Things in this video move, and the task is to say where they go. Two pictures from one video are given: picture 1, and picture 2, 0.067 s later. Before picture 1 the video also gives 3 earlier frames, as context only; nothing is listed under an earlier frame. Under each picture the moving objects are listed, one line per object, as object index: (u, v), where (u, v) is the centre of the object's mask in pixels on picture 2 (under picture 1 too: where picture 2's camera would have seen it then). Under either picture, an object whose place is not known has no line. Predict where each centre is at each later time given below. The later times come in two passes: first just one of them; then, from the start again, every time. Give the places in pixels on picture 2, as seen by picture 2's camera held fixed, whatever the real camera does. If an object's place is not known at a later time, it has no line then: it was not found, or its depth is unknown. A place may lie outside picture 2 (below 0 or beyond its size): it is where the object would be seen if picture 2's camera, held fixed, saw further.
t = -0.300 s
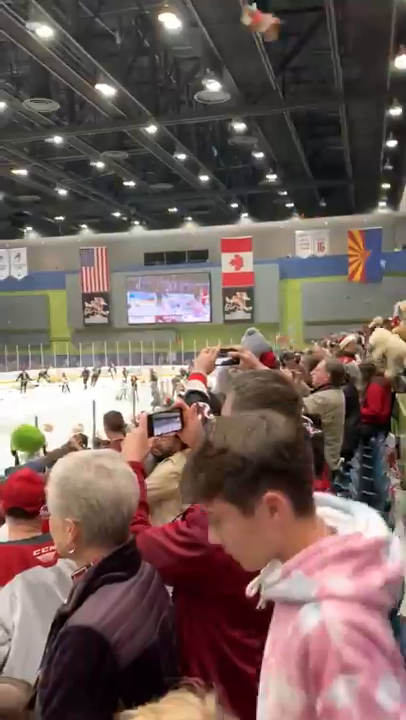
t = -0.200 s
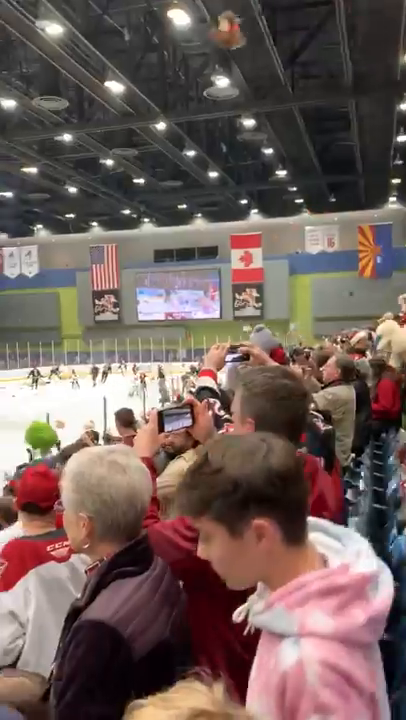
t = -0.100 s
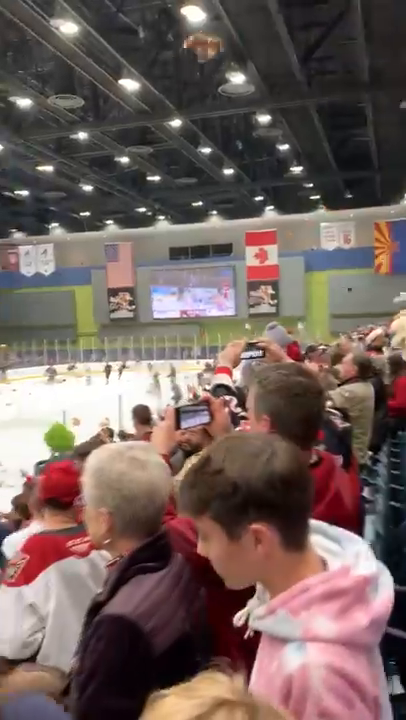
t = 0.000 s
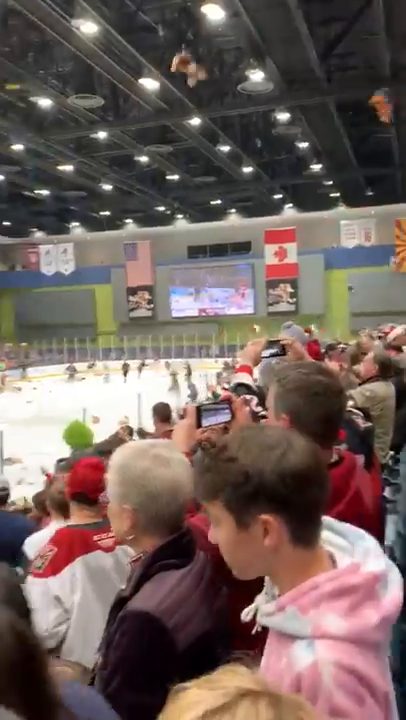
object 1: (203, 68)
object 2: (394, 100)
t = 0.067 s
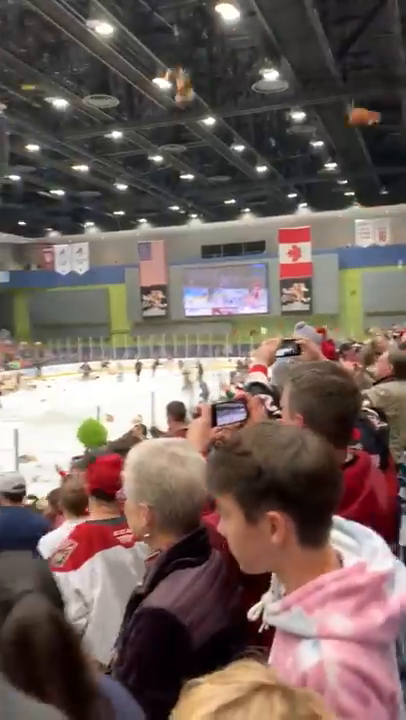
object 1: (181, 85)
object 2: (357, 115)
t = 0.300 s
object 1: (115, 164)
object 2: (258, 176)
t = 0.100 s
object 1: (171, 96)
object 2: (336, 124)
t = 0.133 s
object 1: (161, 106)
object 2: (323, 133)
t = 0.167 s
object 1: (154, 118)
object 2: (314, 136)
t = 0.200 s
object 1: (144, 130)
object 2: (297, 146)
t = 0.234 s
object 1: (135, 142)
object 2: (285, 156)
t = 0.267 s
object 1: (126, 155)
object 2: (270, 163)
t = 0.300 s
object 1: (115, 164)
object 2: (258, 176)
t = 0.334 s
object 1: (109, 178)
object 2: (242, 184)
